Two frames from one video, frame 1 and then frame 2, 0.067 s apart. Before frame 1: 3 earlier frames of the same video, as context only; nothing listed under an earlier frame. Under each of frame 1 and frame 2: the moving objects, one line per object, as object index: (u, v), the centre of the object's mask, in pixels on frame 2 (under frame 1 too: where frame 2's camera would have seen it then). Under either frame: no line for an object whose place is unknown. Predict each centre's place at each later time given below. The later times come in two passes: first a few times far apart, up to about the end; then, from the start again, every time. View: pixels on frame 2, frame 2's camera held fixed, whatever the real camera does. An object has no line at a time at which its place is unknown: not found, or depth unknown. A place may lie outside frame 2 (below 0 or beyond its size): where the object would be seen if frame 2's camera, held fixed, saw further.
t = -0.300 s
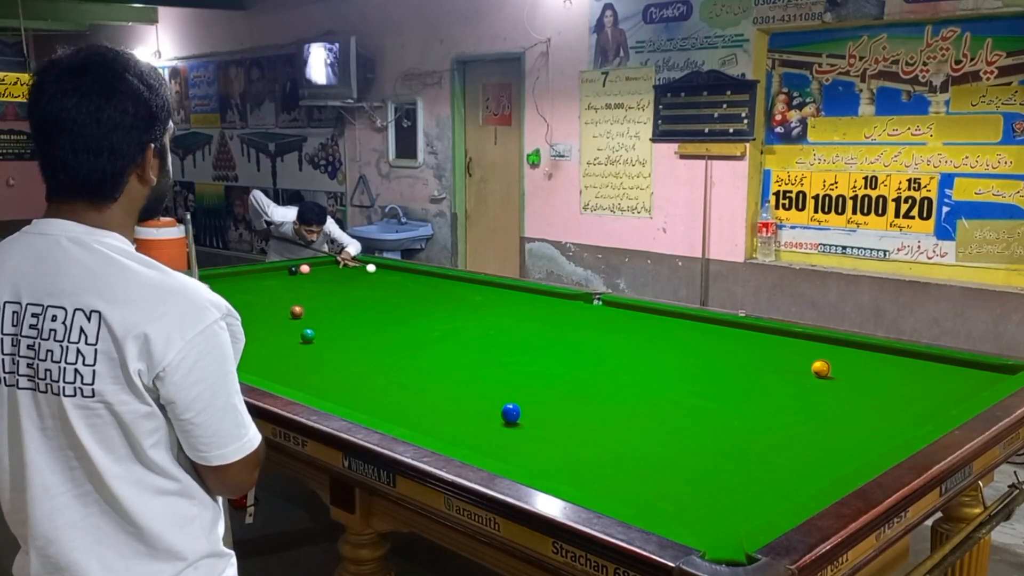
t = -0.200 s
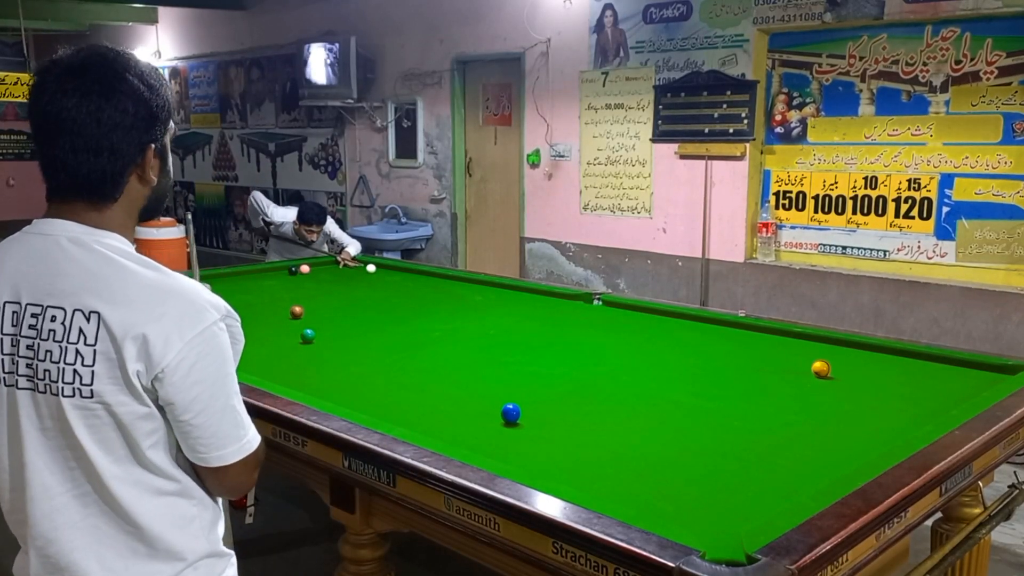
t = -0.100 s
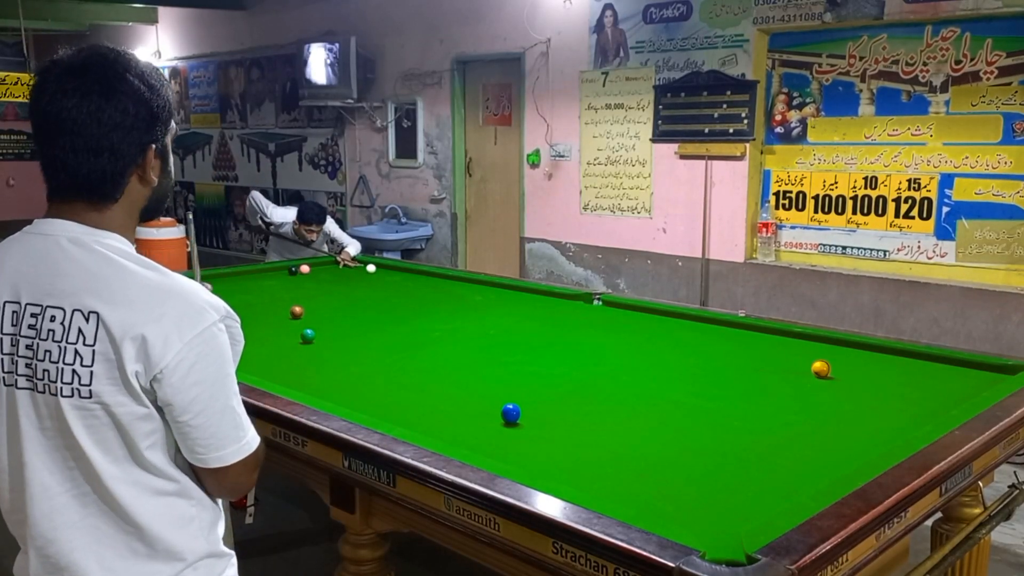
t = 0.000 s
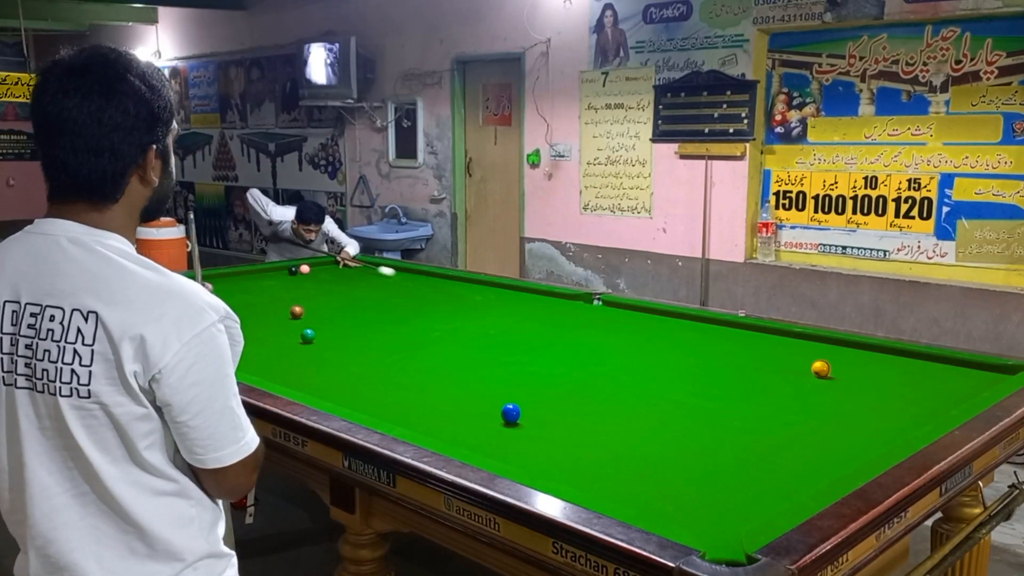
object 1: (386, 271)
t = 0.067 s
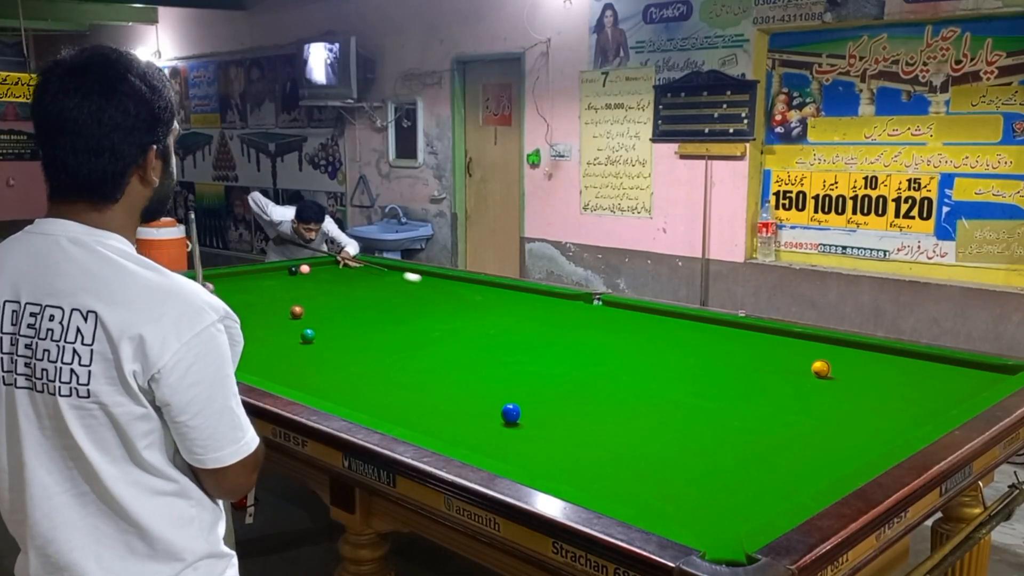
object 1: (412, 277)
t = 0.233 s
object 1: (479, 292)
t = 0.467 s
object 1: (594, 319)
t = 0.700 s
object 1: (751, 355)
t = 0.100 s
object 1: (425, 280)
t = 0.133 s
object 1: (438, 283)
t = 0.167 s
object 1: (452, 286)
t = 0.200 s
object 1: (465, 289)
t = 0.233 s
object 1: (479, 292)
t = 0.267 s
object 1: (494, 296)
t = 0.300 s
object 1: (509, 299)
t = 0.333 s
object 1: (525, 303)
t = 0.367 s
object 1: (541, 306)
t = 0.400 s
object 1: (558, 311)
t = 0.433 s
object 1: (576, 314)
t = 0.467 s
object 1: (594, 319)
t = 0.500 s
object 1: (613, 323)
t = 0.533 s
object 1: (633, 328)
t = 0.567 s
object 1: (655, 333)
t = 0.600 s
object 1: (677, 338)
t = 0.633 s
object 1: (701, 343)
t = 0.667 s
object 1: (725, 349)
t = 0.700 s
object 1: (751, 355)
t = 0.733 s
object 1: (779, 362)
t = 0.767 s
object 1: (802, 368)
